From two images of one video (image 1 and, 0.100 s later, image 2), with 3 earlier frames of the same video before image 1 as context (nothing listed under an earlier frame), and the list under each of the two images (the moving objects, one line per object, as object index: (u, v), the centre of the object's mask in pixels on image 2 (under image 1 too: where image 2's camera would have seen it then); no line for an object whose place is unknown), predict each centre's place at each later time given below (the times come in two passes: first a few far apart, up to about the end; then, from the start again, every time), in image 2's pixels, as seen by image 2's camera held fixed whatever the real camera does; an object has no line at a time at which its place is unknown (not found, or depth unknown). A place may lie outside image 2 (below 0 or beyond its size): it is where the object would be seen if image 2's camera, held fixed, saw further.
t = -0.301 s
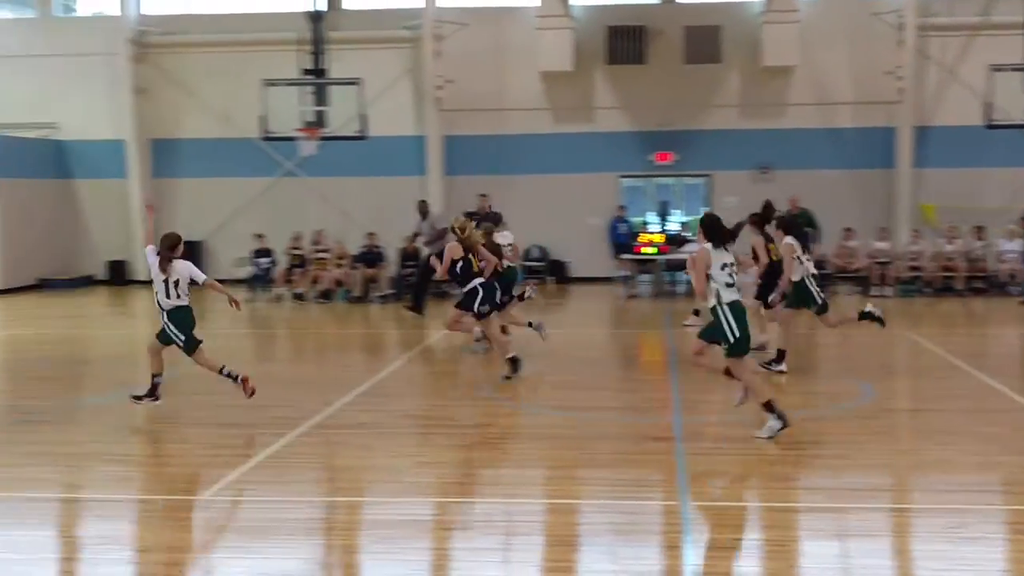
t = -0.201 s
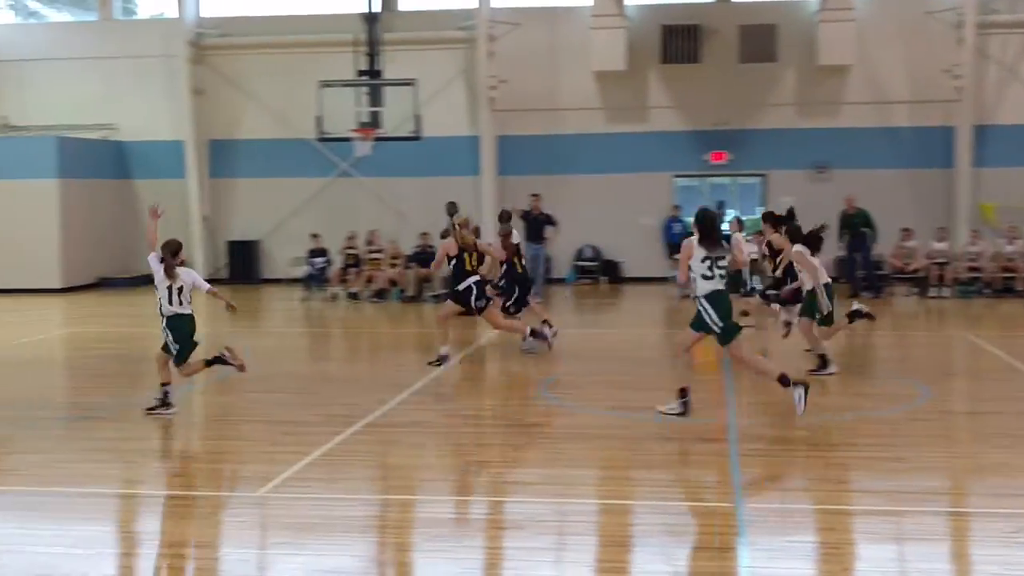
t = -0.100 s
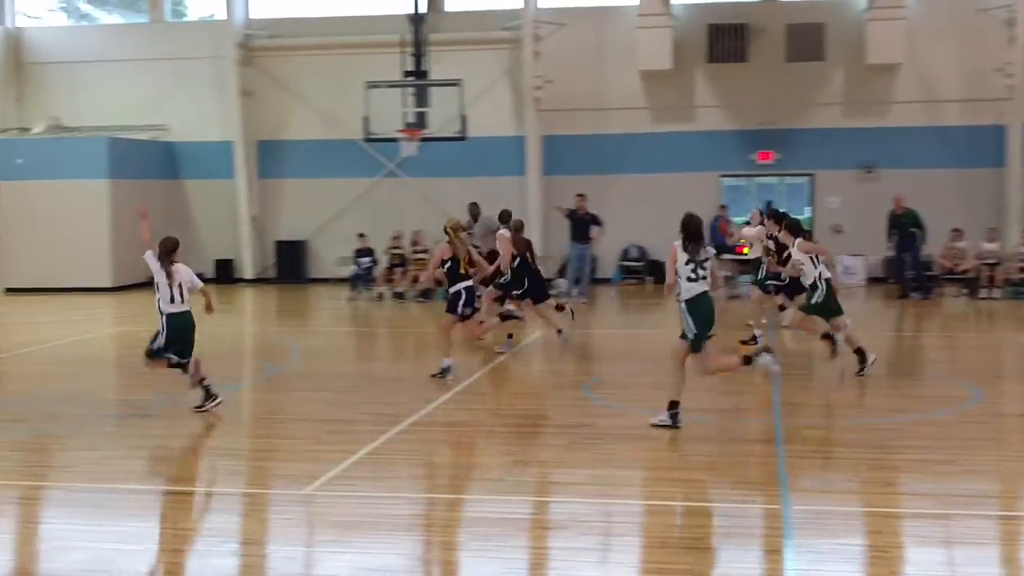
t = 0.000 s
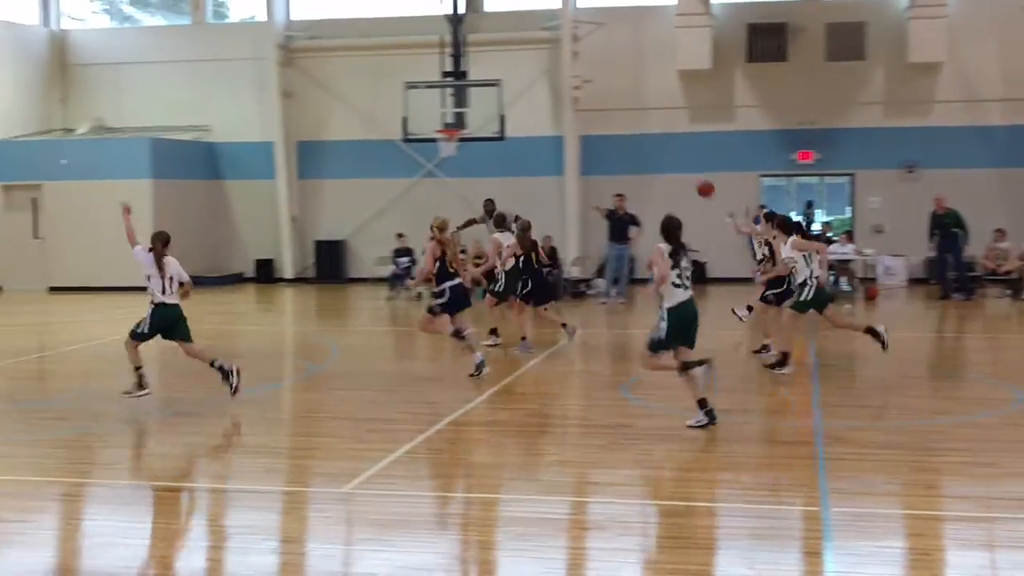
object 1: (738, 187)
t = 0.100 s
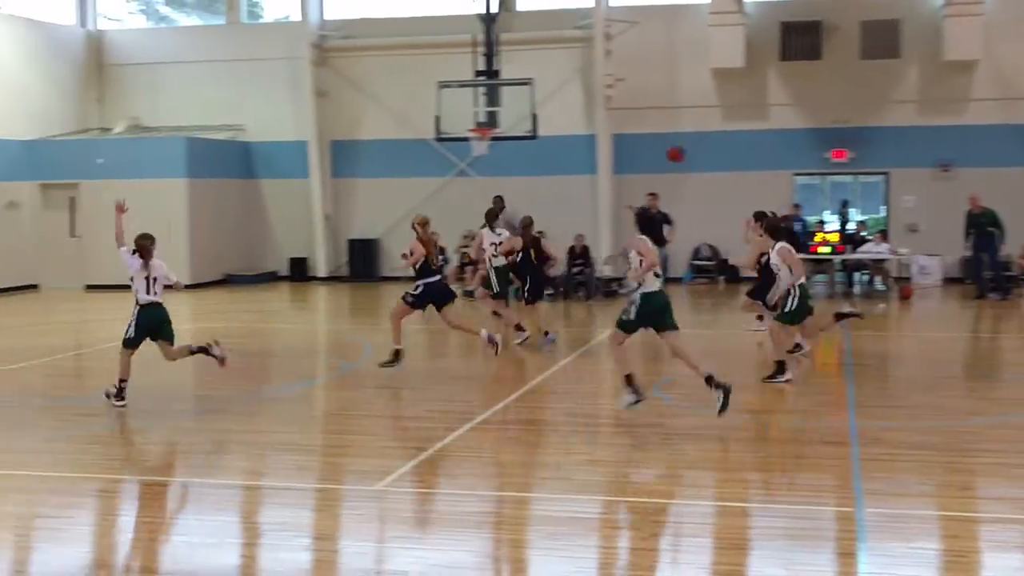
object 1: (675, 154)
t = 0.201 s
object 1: (610, 124)
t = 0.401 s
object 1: (474, 87)
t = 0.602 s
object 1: (330, 78)
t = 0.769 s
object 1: (201, 96)
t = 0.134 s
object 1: (653, 144)
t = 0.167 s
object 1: (633, 134)
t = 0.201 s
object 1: (610, 124)
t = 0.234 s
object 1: (588, 116)
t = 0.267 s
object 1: (566, 109)
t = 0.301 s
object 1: (544, 102)
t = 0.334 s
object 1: (521, 96)
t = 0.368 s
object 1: (496, 91)
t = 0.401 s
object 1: (474, 87)
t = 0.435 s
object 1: (451, 83)
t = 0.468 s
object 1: (427, 80)
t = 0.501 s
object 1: (404, 78)
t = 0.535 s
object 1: (380, 78)
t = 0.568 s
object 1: (355, 77)
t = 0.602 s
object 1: (330, 78)
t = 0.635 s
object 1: (305, 80)
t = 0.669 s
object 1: (280, 83)
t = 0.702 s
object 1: (254, 86)
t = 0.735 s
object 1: (227, 90)
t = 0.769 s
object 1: (201, 96)
